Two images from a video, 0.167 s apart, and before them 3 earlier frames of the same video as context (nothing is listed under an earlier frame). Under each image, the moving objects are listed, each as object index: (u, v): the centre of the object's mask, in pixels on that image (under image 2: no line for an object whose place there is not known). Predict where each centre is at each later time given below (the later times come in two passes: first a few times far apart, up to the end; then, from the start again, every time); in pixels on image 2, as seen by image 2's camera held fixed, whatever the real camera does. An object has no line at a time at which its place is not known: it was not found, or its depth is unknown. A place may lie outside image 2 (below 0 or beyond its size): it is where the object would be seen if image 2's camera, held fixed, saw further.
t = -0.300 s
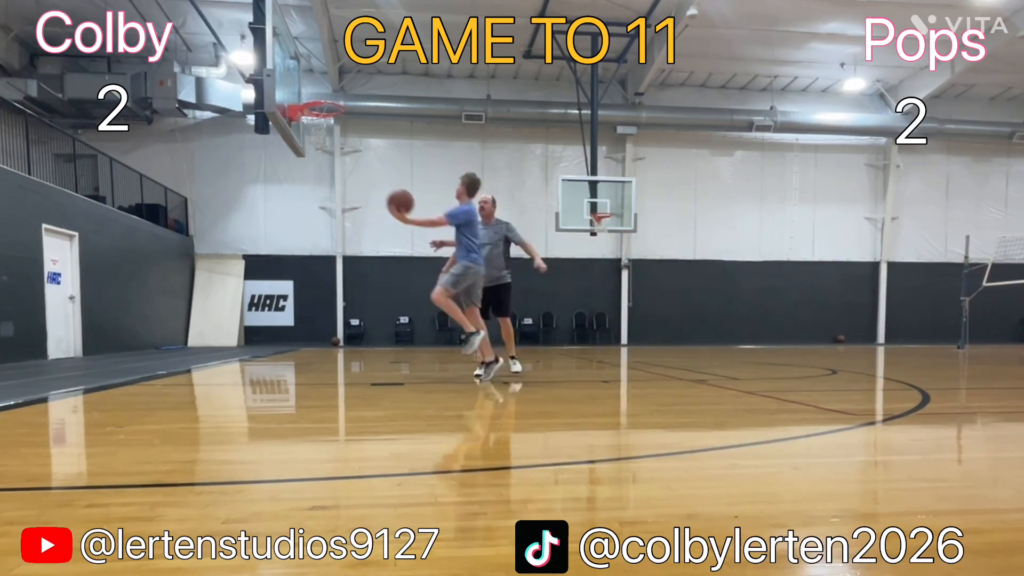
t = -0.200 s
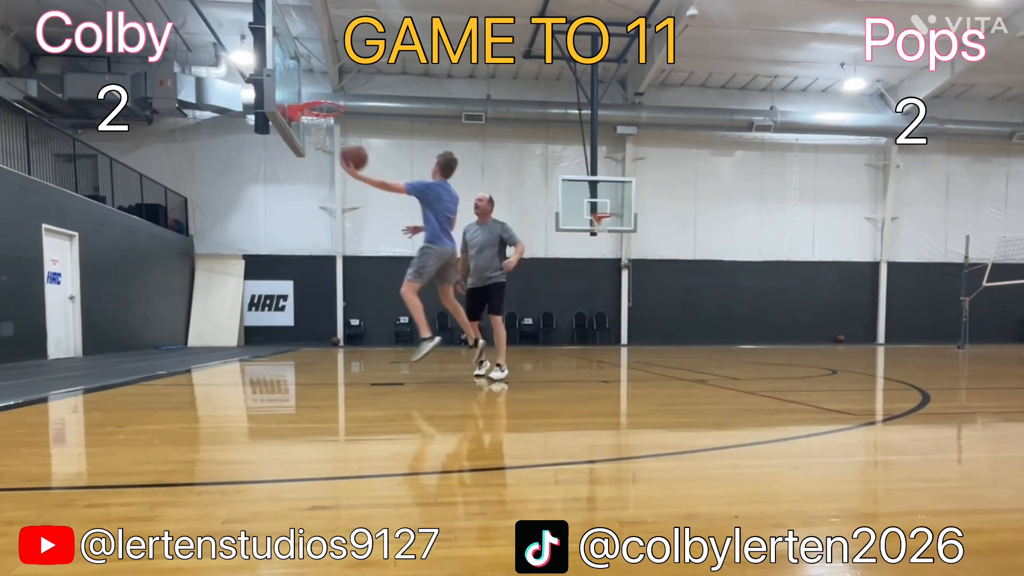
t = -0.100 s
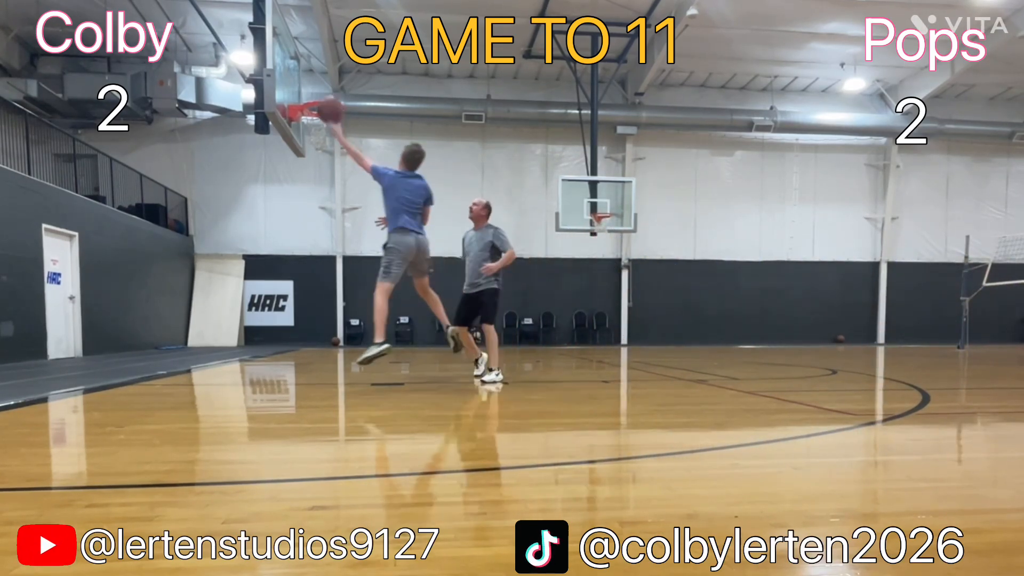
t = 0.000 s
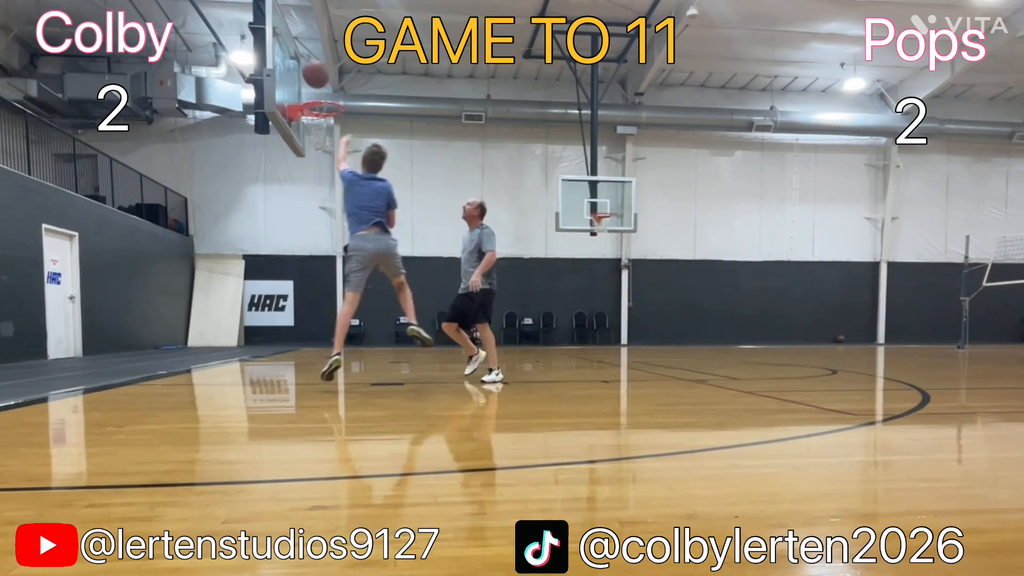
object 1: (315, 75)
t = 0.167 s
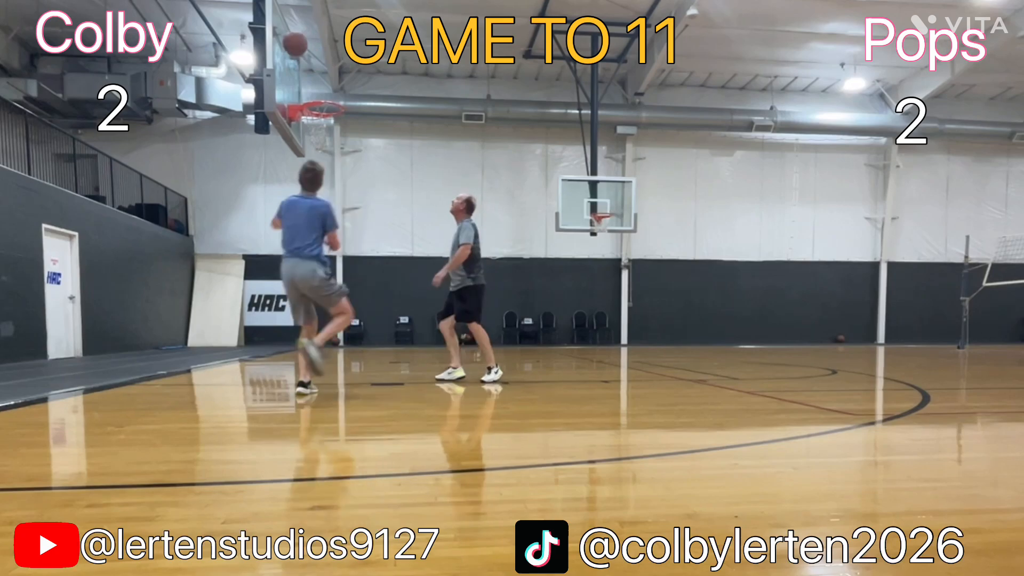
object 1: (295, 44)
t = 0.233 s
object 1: (287, 39)
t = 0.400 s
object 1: (306, 39)
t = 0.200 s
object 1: (291, 41)
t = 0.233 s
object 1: (287, 39)
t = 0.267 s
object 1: (284, 39)
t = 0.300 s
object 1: (284, 38)
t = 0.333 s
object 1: (292, 38)
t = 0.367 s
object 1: (299, 38)
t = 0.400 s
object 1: (306, 39)
